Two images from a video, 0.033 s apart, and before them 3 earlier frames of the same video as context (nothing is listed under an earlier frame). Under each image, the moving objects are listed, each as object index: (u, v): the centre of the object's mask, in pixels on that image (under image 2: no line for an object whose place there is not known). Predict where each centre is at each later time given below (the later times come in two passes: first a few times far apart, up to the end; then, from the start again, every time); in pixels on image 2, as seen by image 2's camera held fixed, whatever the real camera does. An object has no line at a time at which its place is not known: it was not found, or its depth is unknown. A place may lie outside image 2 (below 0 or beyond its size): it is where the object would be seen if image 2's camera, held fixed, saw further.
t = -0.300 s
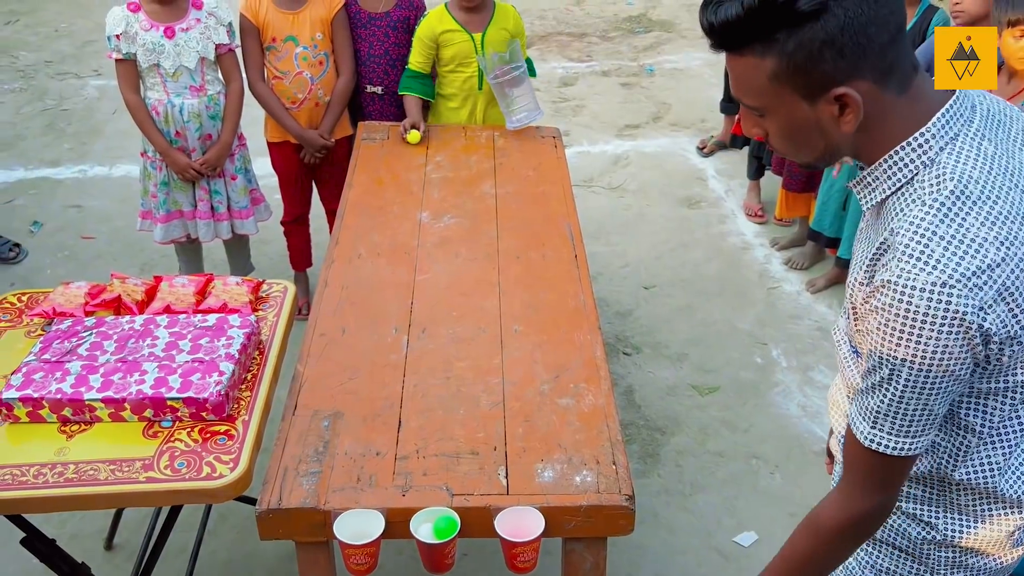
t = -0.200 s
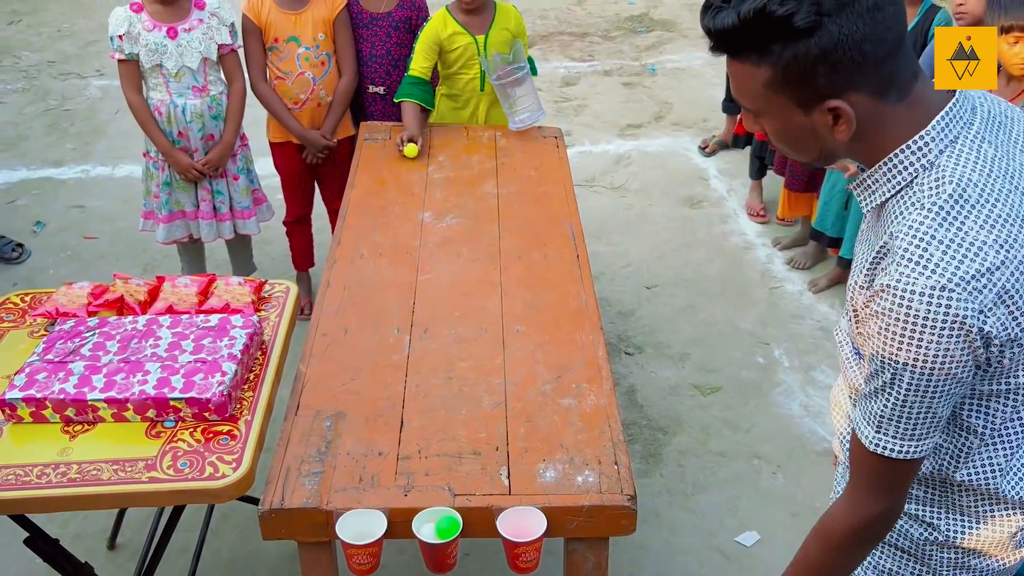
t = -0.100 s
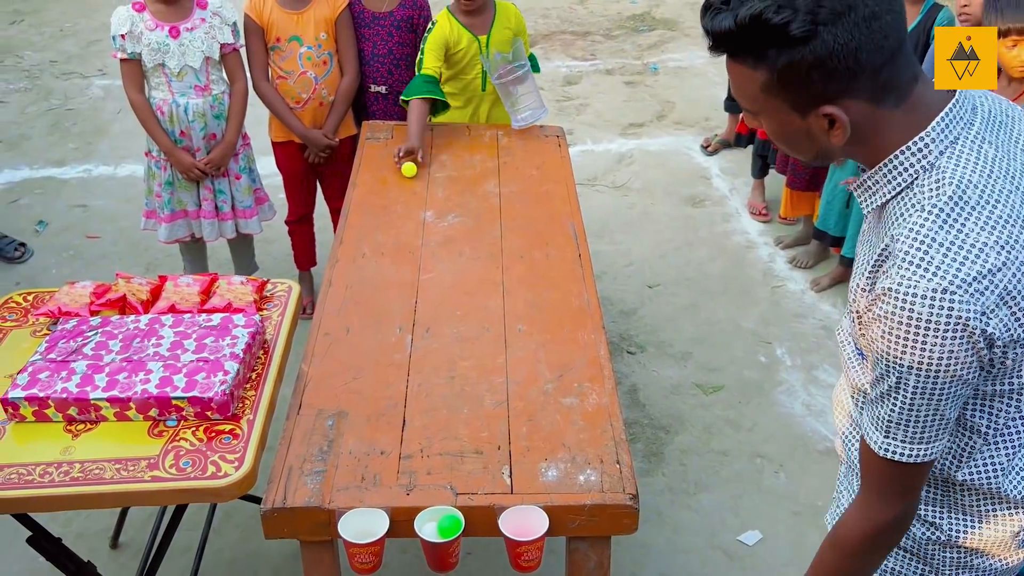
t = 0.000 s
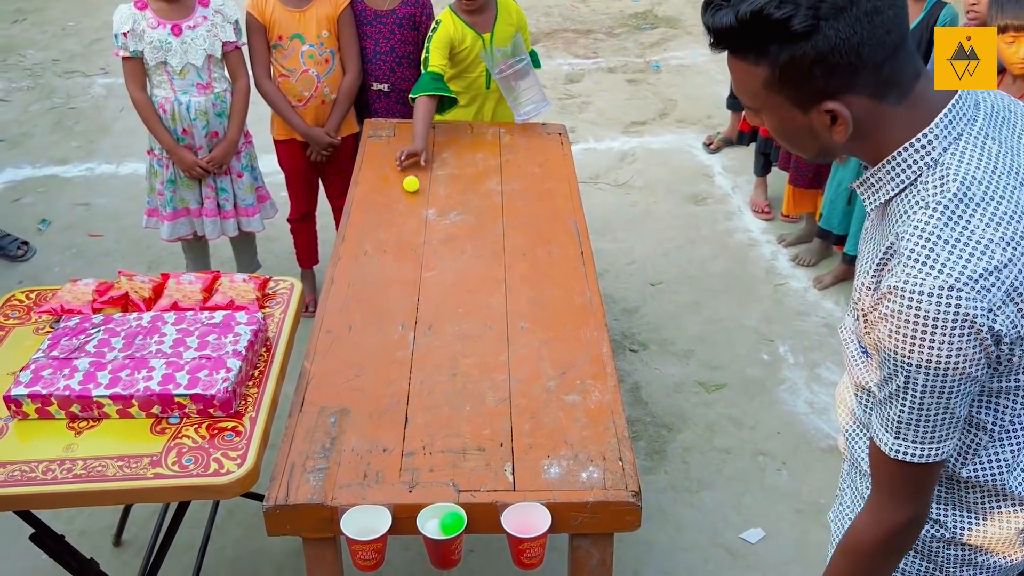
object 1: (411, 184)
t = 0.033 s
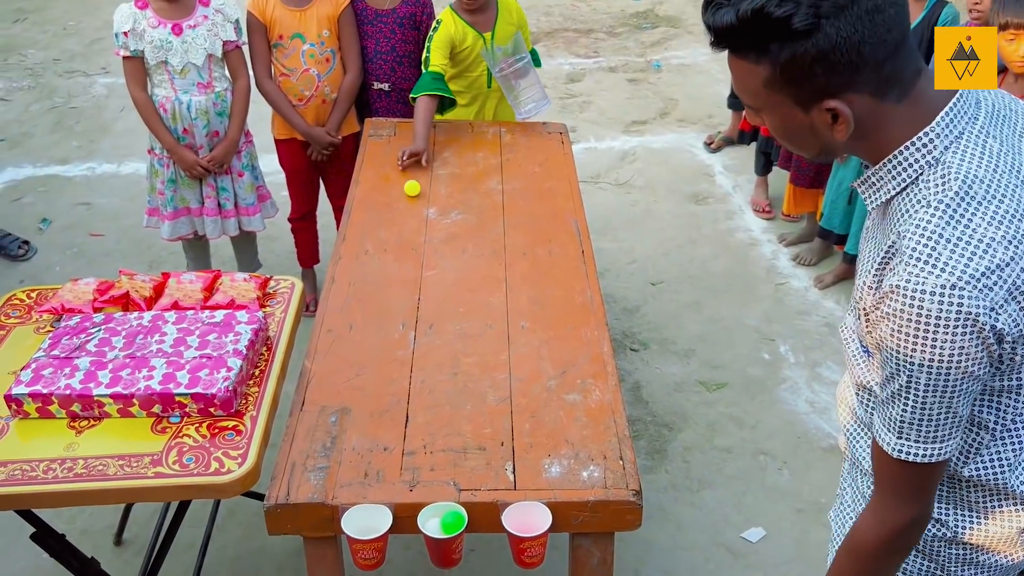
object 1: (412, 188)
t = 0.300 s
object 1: (418, 229)
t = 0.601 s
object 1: (429, 281)
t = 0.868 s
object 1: (441, 337)
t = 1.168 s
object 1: (462, 411)
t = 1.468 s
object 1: (487, 511)
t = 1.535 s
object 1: (496, 557)
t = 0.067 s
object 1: (412, 193)
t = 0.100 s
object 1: (412, 198)
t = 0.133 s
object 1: (413, 203)
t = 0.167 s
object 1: (414, 208)
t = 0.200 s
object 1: (415, 213)
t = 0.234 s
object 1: (415, 218)
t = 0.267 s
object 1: (416, 223)
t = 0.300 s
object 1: (418, 229)
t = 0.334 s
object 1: (420, 234)
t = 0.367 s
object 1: (421, 240)
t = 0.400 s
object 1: (422, 245)
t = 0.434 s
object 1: (423, 251)
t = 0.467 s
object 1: (424, 256)
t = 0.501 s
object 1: (426, 262)
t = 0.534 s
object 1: (426, 268)
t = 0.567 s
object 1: (427, 274)
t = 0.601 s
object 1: (429, 281)
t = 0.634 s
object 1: (430, 288)
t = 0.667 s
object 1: (431, 294)
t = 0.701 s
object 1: (433, 301)
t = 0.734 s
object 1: (434, 308)
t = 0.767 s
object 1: (436, 315)
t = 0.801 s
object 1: (438, 322)
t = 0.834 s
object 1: (440, 329)
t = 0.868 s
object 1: (441, 337)
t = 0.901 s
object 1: (444, 344)
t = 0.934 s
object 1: (446, 352)
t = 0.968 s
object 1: (448, 359)
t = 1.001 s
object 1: (450, 367)
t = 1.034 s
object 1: (452, 375)
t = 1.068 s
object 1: (455, 384)
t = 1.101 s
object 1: (457, 393)
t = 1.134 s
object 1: (459, 402)
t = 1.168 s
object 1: (462, 411)
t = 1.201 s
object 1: (464, 420)
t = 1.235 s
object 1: (466, 431)
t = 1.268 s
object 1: (469, 441)
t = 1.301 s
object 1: (471, 451)
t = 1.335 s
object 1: (473, 462)
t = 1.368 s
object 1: (476, 473)
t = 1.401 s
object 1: (479, 485)
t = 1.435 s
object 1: (483, 496)
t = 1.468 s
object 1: (487, 511)
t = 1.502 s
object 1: (491, 532)
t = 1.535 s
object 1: (496, 557)
